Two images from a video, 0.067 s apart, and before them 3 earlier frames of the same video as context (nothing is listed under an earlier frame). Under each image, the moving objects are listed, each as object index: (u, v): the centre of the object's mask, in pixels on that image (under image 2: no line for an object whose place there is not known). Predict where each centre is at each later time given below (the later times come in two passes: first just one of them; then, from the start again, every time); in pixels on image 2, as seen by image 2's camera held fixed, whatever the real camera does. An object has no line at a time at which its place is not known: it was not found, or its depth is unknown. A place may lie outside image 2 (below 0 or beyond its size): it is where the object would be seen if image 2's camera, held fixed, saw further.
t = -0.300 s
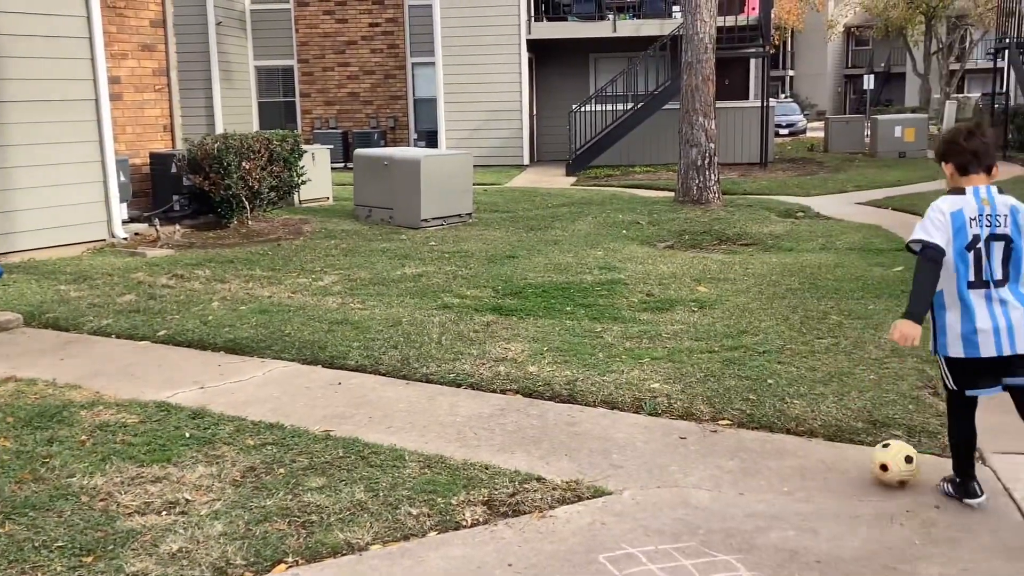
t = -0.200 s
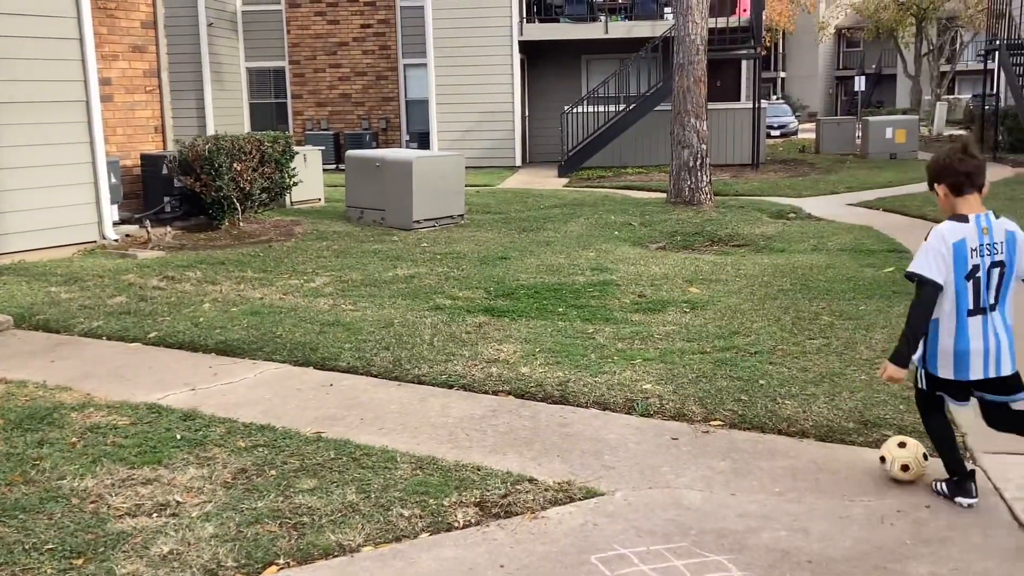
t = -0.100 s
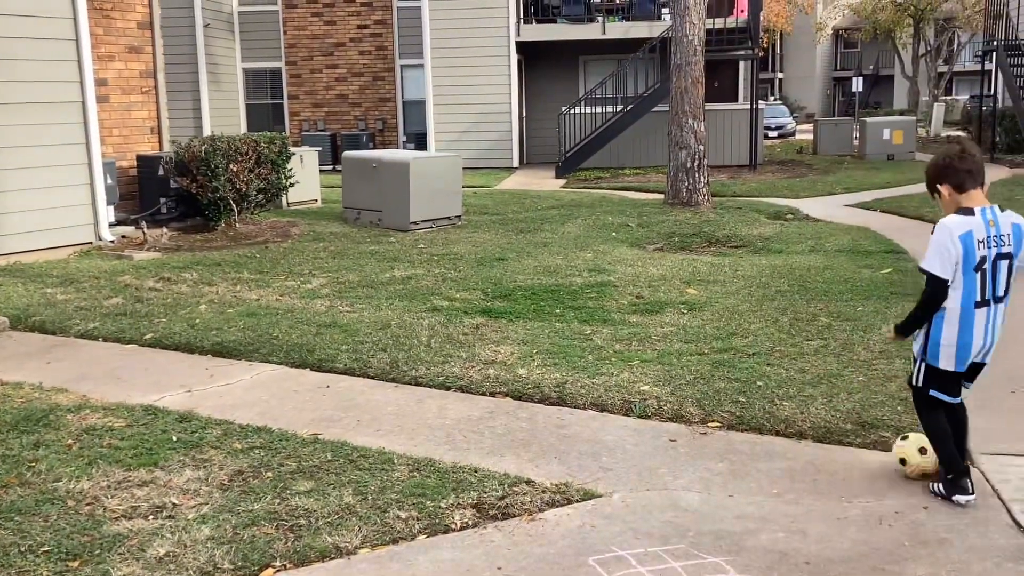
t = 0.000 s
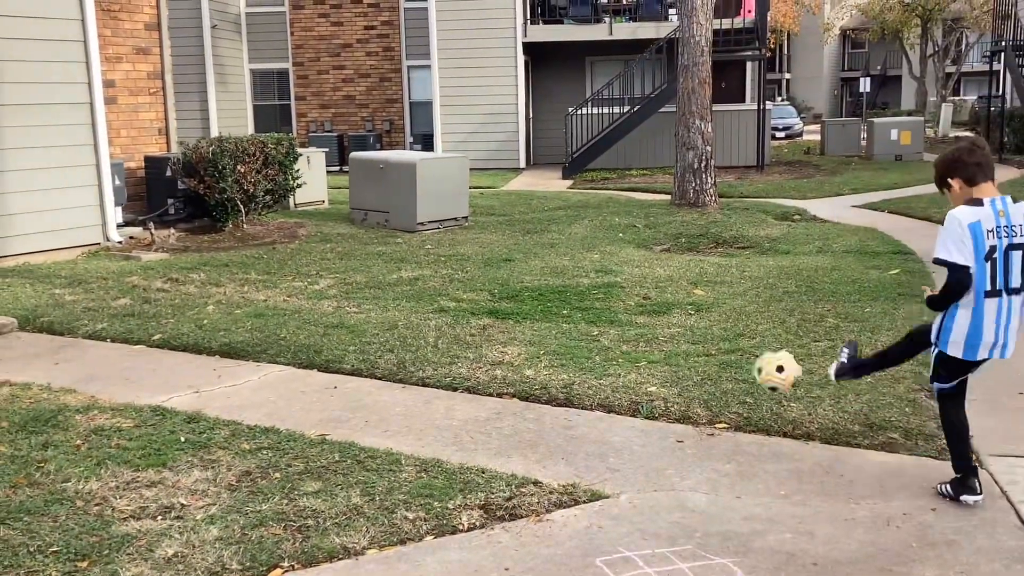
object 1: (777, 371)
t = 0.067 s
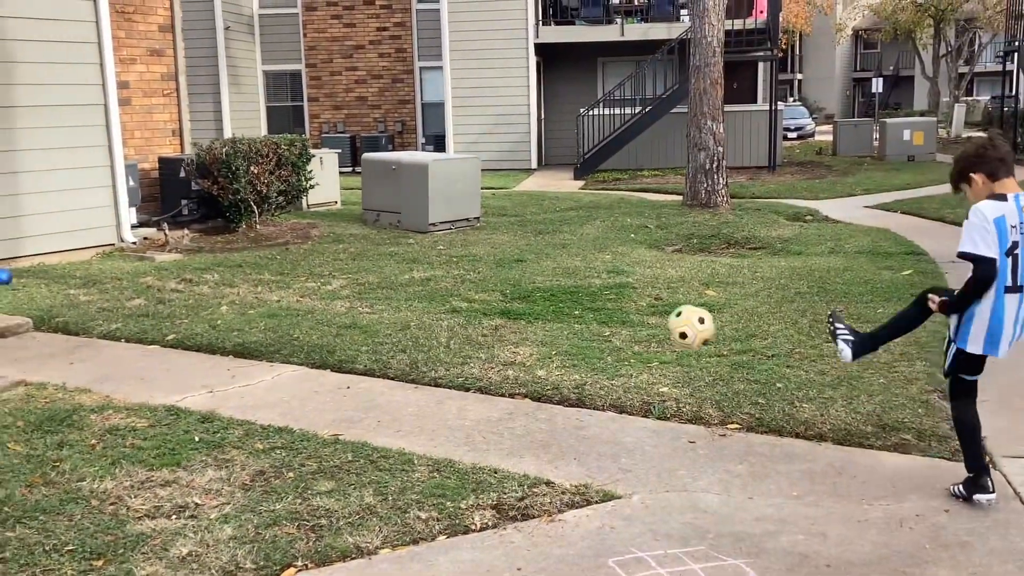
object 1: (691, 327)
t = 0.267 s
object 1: (423, 262)
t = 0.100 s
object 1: (645, 308)
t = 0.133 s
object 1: (598, 294)
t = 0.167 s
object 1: (553, 281)
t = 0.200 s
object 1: (508, 271)
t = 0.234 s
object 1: (464, 265)
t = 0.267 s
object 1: (423, 262)
